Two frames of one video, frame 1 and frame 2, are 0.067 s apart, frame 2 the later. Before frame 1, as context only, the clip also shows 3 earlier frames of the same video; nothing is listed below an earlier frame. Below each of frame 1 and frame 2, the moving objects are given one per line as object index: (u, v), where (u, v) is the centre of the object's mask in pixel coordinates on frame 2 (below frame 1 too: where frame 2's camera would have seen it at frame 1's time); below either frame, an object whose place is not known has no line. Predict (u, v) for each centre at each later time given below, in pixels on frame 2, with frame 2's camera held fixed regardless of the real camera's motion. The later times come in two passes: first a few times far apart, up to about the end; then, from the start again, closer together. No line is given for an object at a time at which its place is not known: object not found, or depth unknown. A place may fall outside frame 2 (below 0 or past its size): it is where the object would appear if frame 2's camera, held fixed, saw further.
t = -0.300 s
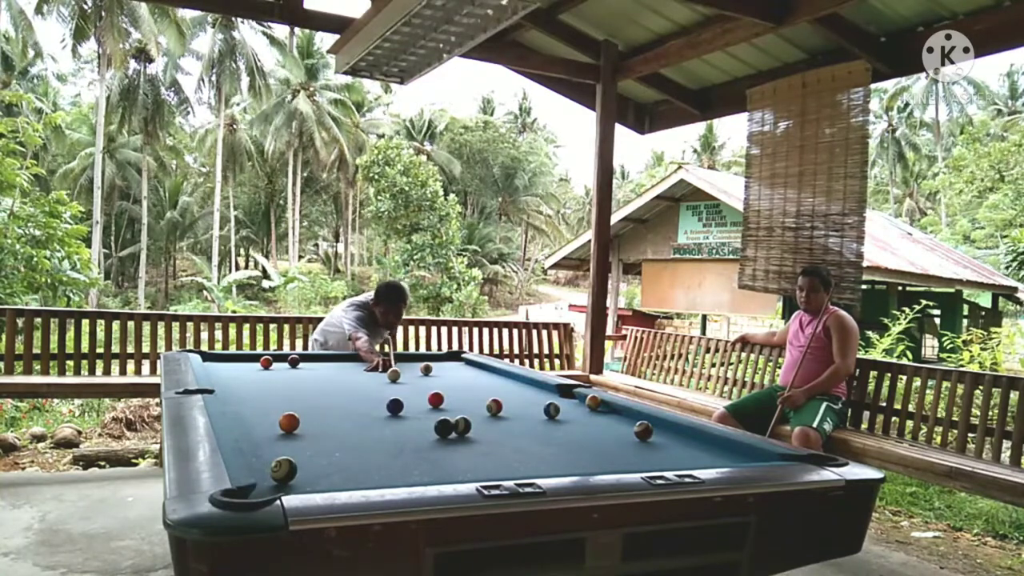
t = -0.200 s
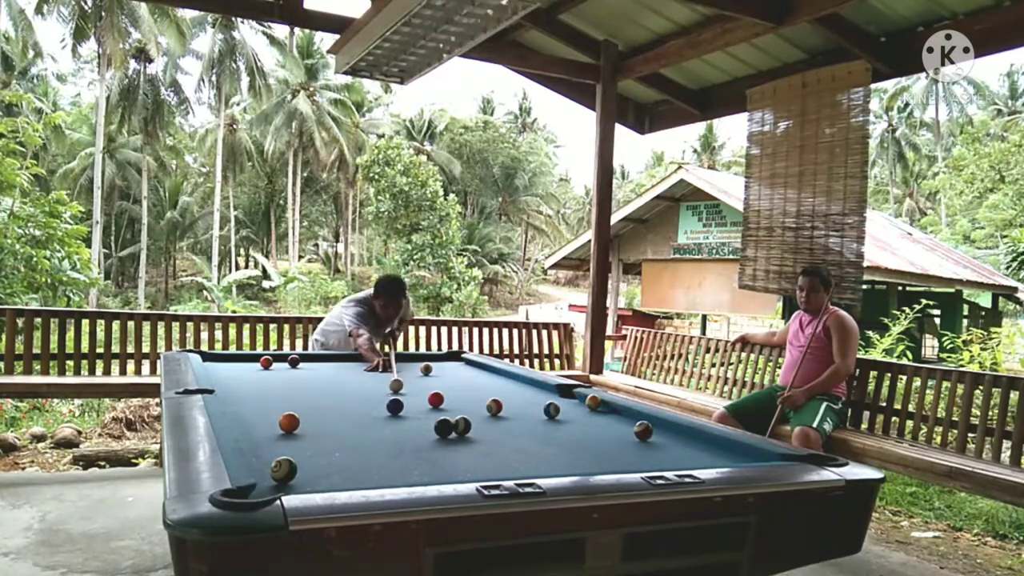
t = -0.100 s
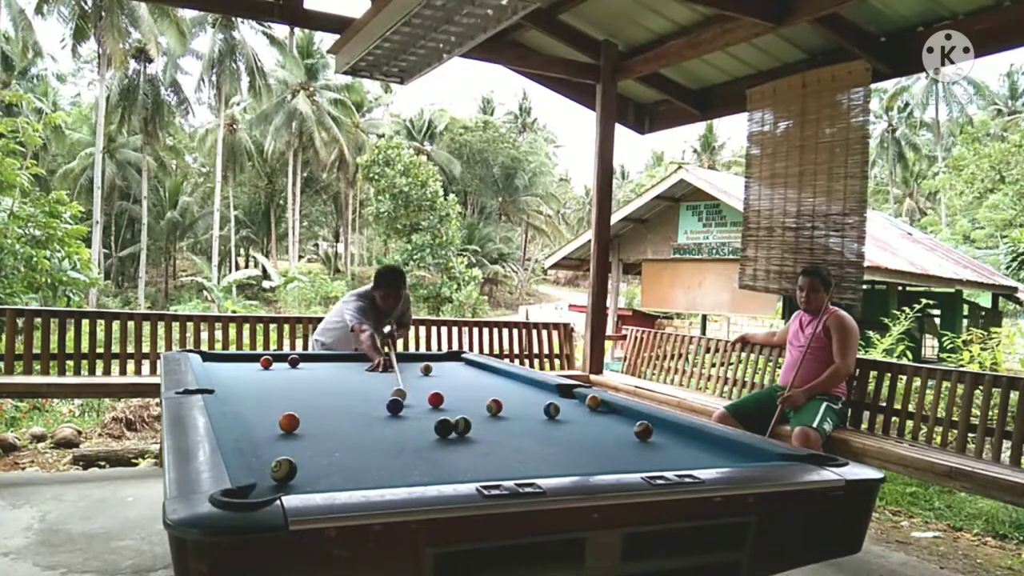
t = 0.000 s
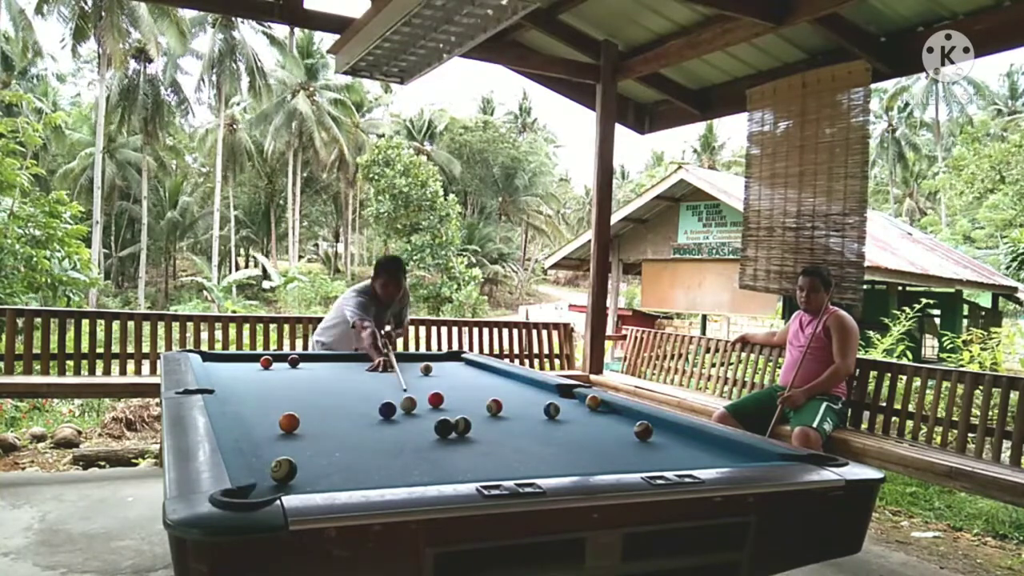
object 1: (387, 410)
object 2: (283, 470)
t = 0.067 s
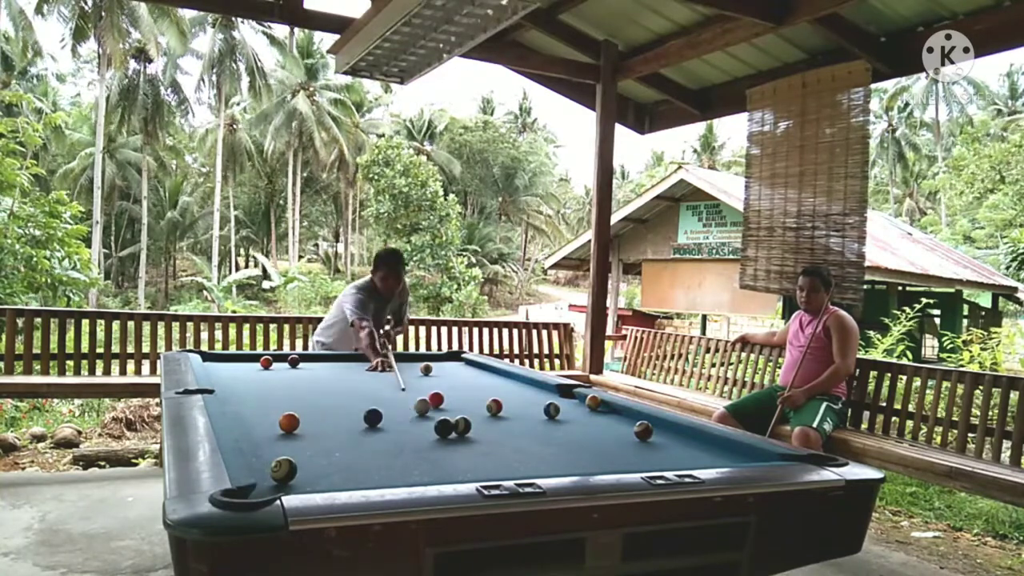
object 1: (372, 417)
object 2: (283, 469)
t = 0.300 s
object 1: (322, 442)
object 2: (283, 469)
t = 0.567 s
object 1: (274, 466)
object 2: (292, 479)
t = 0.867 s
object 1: (347, 468)
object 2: (278, 485)
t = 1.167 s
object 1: (413, 468)
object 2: (285, 485)
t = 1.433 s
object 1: (468, 468)
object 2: (300, 483)
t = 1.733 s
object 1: (523, 467)
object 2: (312, 482)
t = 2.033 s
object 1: (572, 466)
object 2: (319, 482)
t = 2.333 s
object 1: (618, 465)
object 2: (321, 482)
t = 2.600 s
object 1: (638, 463)
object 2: (320, 482)
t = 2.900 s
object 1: (656, 461)
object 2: (320, 482)
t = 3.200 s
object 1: (672, 459)
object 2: (320, 482)
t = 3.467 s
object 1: (682, 458)
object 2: (320, 482)
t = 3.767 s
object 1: (691, 457)
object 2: (320, 482)
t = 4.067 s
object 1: (697, 455)
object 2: (320, 482)
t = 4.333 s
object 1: (699, 454)
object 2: (319, 482)
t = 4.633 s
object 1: (700, 453)
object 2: (320, 482)
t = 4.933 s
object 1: (700, 452)
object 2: (320, 482)
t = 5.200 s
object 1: (699, 452)
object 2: (320, 482)
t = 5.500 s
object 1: (698, 452)
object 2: (320, 482)
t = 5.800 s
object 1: (697, 452)
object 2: (320, 482)
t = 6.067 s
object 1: (697, 452)
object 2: (320, 482)
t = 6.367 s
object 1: (697, 452)
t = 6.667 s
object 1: (698, 452)
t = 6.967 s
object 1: (697, 452)
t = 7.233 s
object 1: (698, 452)
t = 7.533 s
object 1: (697, 452)
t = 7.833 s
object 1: (697, 452)
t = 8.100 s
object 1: (697, 452)
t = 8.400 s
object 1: (697, 452)
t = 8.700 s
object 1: (697, 452)
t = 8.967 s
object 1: (697, 452)
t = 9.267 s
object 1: (697, 452)
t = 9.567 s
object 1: (697, 452)
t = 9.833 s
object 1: (697, 452)
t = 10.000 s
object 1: (697, 452)
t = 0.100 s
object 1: (365, 421)
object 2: (283, 469)
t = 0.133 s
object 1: (358, 424)
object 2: (283, 469)
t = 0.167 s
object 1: (351, 428)
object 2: (283, 469)
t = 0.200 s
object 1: (345, 431)
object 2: (283, 469)
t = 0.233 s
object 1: (338, 435)
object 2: (283, 469)
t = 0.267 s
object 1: (330, 439)
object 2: (283, 469)
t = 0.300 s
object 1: (322, 442)
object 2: (283, 469)
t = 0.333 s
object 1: (314, 446)
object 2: (283, 470)
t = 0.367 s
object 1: (306, 451)
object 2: (283, 470)
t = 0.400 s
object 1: (298, 453)
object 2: (283, 469)
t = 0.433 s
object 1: (289, 454)
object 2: (283, 470)
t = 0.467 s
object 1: (272, 460)
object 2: (283, 469)
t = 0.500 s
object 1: (263, 466)
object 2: (286, 473)
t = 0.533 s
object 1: (266, 467)
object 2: (290, 477)
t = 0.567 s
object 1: (274, 466)
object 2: (292, 479)
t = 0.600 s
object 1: (282, 464)
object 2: (294, 481)
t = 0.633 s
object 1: (291, 464)
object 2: (298, 481)
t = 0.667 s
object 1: (300, 465)
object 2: (299, 483)
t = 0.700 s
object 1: (308, 466)
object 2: (300, 485)
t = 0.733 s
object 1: (316, 467)
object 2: (296, 485)
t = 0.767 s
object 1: (324, 467)
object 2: (292, 485)
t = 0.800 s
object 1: (332, 467)
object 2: (287, 485)
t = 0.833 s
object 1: (340, 468)
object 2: (283, 485)
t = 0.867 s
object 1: (347, 468)
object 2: (278, 485)
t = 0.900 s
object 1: (355, 468)
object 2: (272, 486)
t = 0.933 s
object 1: (362, 468)
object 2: (269, 486)
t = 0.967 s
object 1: (370, 468)
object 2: (271, 486)
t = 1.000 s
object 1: (377, 468)
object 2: (274, 486)
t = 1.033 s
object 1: (385, 468)
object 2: (277, 484)
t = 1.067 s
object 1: (392, 469)
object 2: (280, 484)
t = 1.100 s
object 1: (399, 469)
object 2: (283, 483)
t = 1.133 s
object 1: (406, 469)
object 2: (286, 483)
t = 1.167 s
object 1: (413, 468)
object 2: (285, 485)
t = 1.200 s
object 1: (421, 469)
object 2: (286, 485)
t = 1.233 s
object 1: (428, 469)
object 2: (289, 484)
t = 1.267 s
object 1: (435, 469)
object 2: (290, 484)
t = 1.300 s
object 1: (441, 468)
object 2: (293, 484)
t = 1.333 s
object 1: (448, 468)
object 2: (294, 484)
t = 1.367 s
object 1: (455, 468)
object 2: (295, 484)
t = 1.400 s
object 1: (461, 468)
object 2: (298, 484)
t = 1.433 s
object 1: (468, 468)
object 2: (300, 483)
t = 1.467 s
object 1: (474, 468)
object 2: (301, 484)
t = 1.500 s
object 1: (480, 468)
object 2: (303, 483)
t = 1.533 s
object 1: (487, 468)
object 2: (304, 483)
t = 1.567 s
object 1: (493, 468)
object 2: (307, 482)
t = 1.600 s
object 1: (499, 468)
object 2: (308, 482)
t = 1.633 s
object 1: (505, 467)
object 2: (309, 482)
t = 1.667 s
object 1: (511, 467)
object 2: (310, 482)
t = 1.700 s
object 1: (517, 467)
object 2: (311, 482)
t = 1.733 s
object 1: (523, 467)
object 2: (312, 482)
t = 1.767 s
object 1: (529, 467)
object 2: (312, 483)
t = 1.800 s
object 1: (534, 467)
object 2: (313, 483)
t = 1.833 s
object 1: (540, 467)
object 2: (314, 483)
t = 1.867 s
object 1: (545, 467)
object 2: (315, 483)
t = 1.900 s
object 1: (551, 467)
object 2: (316, 483)
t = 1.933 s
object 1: (556, 467)
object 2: (317, 483)
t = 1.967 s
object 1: (562, 466)
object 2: (318, 483)
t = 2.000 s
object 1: (567, 466)
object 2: (318, 482)
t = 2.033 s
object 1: (572, 466)
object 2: (319, 482)
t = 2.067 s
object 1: (578, 466)
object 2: (319, 482)
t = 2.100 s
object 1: (583, 466)
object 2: (320, 482)
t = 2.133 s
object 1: (588, 466)
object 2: (320, 482)
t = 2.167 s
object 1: (593, 466)
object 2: (321, 482)
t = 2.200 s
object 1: (598, 466)
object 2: (321, 482)
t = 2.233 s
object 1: (603, 465)
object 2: (321, 482)
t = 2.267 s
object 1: (608, 465)
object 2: (321, 482)
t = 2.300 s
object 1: (613, 465)
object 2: (321, 482)
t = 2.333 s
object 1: (618, 465)
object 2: (321, 482)
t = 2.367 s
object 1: (621, 464)
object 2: (321, 482)
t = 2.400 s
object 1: (624, 464)
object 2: (321, 482)
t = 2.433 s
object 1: (626, 464)
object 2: (321, 482)
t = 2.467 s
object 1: (628, 464)
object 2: (321, 482)
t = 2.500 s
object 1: (631, 464)
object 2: (321, 482)
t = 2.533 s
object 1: (633, 463)
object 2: (321, 482)
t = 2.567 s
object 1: (636, 463)
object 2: (320, 482)
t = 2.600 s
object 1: (638, 463)
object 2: (320, 482)
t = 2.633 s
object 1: (640, 463)
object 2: (320, 482)
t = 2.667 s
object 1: (643, 462)
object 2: (320, 482)
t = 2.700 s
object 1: (645, 462)
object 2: (320, 482)
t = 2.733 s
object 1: (647, 462)
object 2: (320, 482)
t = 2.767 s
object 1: (649, 462)
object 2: (320, 482)
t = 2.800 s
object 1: (651, 462)
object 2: (320, 482)
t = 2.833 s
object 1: (653, 461)
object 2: (320, 482)
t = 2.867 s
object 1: (655, 461)
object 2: (320, 482)
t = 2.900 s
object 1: (656, 461)
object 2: (320, 482)
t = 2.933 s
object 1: (658, 461)
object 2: (320, 482)
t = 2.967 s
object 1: (660, 461)
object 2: (320, 482)
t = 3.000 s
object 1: (662, 461)
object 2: (320, 482)
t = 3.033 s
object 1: (664, 460)
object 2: (320, 482)
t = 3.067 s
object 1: (666, 460)
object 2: (320, 482)
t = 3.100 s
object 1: (667, 460)
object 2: (320, 482)
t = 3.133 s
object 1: (669, 460)
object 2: (320, 482)
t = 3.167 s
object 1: (671, 459)
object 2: (320, 482)
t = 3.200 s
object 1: (672, 459)
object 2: (320, 482)
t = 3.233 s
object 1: (673, 459)
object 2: (320, 482)
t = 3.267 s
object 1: (675, 459)
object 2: (320, 482)
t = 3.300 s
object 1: (677, 459)
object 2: (320, 482)
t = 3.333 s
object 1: (677, 459)
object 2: (320, 482)
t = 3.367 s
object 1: (679, 458)
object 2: (320, 482)
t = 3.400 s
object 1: (680, 459)
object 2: (320, 482)
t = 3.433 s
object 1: (681, 458)
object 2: (320, 482)
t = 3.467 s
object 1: (682, 458)
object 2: (320, 482)
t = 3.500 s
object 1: (684, 458)
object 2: (320, 482)
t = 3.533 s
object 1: (685, 458)
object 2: (320, 482)
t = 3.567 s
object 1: (686, 458)
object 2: (320, 482)
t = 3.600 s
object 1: (687, 458)
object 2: (320, 482)
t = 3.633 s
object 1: (687, 457)
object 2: (320, 482)
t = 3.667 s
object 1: (689, 457)
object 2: (320, 482)
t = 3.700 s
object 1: (690, 457)
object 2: (320, 482)
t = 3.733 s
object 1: (690, 457)
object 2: (320, 482)
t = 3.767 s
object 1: (691, 457)
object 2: (320, 482)
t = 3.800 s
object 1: (692, 457)
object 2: (320, 482)
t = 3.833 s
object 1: (693, 457)
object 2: (320, 482)
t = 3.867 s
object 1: (694, 457)
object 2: (319, 482)
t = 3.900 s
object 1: (694, 456)
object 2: (319, 482)
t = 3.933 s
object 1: (695, 456)
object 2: (319, 482)
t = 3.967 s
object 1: (696, 456)
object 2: (319, 482)
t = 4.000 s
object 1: (696, 456)
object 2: (319, 482)
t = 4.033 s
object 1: (696, 456)
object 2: (320, 482)
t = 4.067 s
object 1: (697, 455)
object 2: (320, 482)
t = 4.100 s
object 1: (697, 455)
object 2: (320, 482)
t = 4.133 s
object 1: (698, 455)
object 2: (320, 482)
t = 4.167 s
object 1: (698, 455)
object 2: (319, 482)
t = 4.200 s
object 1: (698, 455)
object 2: (319, 482)
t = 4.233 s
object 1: (699, 455)
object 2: (320, 482)
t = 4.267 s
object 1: (699, 455)
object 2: (320, 482)
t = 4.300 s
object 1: (699, 454)
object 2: (320, 482)
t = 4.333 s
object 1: (699, 454)
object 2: (319, 482)
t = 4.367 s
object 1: (699, 454)
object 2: (319, 482)
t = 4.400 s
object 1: (699, 454)
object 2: (319, 482)
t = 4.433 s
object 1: (700, 454)
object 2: (319, 482)
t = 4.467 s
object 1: (700, 454)
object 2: (320, 482)
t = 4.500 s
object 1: (700, 454)
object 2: (320, 482)
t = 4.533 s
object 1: (700, 454)
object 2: (320, 482)
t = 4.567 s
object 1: (700, 454)
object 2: (320, 482)
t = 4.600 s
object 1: (700, 454)
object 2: (320, 482)
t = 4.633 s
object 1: (700, 453)
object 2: (320, 482)
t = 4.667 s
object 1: (700, 453)
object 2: (320, 482)
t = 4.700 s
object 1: (700, 453)
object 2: (320, 482)
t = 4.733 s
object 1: (700, 453)
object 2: (320, 482)
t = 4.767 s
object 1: (700, 453)
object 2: (320, 482)
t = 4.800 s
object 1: (700, 453)
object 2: (320, 482)
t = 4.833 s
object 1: (700, 453)
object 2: (319, 482)
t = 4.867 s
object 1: (700, 453)
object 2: (320, 482)
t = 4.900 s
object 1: (700, 452)
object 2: (319, 482)
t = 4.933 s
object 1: (700, 452)
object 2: (320, 482)
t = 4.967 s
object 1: (700, 452)
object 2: (320, 482)
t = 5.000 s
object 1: (699, 452)
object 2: (319, 482)
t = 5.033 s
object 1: (699, 452)
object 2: (319, 482)
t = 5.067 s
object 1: (699, 452)
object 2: (319, 482)
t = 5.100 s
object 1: (699, 452)
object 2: (319, 482)
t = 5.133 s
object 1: (699, 452)
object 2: (320, 482)
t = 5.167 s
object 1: (699, 452)
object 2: (319, 482)
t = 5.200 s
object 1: (699, 452)
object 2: (320, 482)
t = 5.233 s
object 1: (699, 452)
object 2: (319, 482)
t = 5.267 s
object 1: (698, 452)
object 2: (319, 482)
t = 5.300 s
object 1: (698, 452)
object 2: (319, 482)
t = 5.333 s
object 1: (698, 452)
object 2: (320, 482)
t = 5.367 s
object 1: (698, 452)
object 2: (320, 482)
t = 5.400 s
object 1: (698, 452)
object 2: (320, 482)
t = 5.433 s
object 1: (698, 452)
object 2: (320, 482)
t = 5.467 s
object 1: (698, 452)
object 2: (320, 482)
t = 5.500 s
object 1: (698, 452)
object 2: (320, 482)
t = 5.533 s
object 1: (698, 452)
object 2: (320, 482)
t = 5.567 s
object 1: (698, 452)
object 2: (320, 482)
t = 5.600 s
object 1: (698, 452)
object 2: (320, 482)
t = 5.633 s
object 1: (698, 452)
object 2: (320, 482)
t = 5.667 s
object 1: (698, 452)
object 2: (320, 482)
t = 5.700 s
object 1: (698, 452)
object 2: (320, 482)
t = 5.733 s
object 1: (697, 452)
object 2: (320, 482)
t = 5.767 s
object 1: (697, 452)
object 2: (320, 482)
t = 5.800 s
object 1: (697, 452)
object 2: (320, 482)
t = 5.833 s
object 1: (697, 452)
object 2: (320, 482)
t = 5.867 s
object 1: (697, 452)
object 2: (320, 482)
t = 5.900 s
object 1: (697, 452)
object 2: (320, 482)
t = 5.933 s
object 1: (697, 452)
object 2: (320, 482)
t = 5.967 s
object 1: (697, 452)
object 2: (320, 482)
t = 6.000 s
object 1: (697, 452)
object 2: (320, 482)
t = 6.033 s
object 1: (698, 452)
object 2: (320, 482)
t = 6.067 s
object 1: (697, 452)
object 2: (320, 482)
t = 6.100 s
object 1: (697, 452)
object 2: (320, 482)
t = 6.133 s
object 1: (697, 452)
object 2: (320, 482)
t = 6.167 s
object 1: (697, 452)
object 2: (320, 482)
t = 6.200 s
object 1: (697, 452)
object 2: (320, 482)
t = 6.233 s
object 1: (697, 452)
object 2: (320, 482)
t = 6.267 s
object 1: (697, 452)
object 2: (320, 482)
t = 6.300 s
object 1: (697, 452)
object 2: (319, 482)
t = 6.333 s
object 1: (697, 452)
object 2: (319, 482)
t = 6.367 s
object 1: (697, 452)
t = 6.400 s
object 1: (697, 452)
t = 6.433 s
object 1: (698, 452)
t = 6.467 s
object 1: (698, 452)
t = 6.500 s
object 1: (698, 452)
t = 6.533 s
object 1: (698, 452)
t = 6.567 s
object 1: (697, 452)
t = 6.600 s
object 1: (698, 452)
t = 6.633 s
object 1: (698, 452)
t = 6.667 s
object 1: (698, 452)
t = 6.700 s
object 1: (698, 452)
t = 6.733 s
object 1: (698, 452)
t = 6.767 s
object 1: (698, 452)
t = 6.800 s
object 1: (697, 452)
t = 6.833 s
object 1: (697, 452)
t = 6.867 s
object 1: (698, 452)
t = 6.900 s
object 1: (698, 452)
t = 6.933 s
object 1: (697, 452)
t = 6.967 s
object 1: (697, 452)
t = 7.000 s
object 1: (697, 452)
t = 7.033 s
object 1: (697, 452)
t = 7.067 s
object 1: (698, 452)
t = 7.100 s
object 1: (698, 452)
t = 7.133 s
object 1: (698, 452)
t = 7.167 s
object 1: (698, 452)
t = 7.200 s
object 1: (698, 452)
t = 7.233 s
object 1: (698, 452)
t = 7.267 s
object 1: (698, 452)
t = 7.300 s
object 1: (698, 452)
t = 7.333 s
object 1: (697, 452)
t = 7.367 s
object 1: (697, 452)
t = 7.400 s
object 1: (698, 452)
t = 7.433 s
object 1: (697, 452)
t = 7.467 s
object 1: (697, 452)
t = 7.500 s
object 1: (698, 452)
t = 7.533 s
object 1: (697, 452)
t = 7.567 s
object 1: (697, 452)
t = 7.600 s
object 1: (697, 452)
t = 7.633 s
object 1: (697, 452)
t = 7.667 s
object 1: (697, 452)
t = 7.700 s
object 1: (697, 452)
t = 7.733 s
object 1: (697, 452)
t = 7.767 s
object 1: (697, 452)
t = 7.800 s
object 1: (697, 452)
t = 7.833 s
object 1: (697, 452)
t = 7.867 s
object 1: (697, 452)
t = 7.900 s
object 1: (697, 452)
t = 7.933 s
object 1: (697, 452)
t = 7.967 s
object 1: (697, 452)
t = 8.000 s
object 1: (697, 452)
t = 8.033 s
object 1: (697, 452)
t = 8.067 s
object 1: (697, 452)
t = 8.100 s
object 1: (697, 452)
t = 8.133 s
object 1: (697, 452)
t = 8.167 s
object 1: (697, 452)
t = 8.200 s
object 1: (697, 452)
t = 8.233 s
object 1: (697, 452)
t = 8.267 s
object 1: (697, 452)
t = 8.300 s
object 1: (697, 452)
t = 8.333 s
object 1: (697, 452)
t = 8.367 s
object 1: (697, 452)
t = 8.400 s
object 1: (697, 452)
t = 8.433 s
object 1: (697, 452)
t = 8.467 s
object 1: (697, 452)
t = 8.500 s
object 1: (697, 452)
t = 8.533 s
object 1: (697, 452)
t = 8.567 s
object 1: (697, 452)
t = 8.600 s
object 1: (697, 452)
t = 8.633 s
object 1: (697, 452)
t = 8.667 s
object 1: (697, 452)
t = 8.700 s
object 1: (697, 452)
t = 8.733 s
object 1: (697, 452)
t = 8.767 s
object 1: (697, 452)
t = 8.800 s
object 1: (697, 452)
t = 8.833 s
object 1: (697, 452)
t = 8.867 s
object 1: (697, 452)
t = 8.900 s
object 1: (697, 452)
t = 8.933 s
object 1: (697, 452)
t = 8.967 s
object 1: (697, 452)
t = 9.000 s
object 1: (697, 452)
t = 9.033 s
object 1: (697, 452)
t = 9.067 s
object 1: (697, 452)
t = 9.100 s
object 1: (697, 452)
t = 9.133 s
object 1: (697, 452)
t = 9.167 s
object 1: (697, 452)
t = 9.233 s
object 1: (697, 452)
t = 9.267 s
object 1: (697, 452)
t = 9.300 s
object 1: (697, 452)
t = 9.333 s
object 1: (697, 452)
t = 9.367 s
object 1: (697, 452)
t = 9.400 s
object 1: (697, 452)
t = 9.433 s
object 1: (697, 452)
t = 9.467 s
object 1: (697, 452)
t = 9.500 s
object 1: (697, 452)
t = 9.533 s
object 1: (697, 452)
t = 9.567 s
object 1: (697, 452)
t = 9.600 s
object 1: (697, 452)
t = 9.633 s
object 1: (697, 452)
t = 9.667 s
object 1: (697, 452)
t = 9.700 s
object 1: (697, 452)
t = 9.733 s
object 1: (697, 452)
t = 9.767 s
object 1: (697, 452)
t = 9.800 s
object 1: (697, 452)
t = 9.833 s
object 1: (697, 452)
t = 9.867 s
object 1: (697, 452)
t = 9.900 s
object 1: (697, 452)
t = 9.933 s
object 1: (697, 452)
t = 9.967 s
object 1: (697, 452)
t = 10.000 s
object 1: (697, 452)
